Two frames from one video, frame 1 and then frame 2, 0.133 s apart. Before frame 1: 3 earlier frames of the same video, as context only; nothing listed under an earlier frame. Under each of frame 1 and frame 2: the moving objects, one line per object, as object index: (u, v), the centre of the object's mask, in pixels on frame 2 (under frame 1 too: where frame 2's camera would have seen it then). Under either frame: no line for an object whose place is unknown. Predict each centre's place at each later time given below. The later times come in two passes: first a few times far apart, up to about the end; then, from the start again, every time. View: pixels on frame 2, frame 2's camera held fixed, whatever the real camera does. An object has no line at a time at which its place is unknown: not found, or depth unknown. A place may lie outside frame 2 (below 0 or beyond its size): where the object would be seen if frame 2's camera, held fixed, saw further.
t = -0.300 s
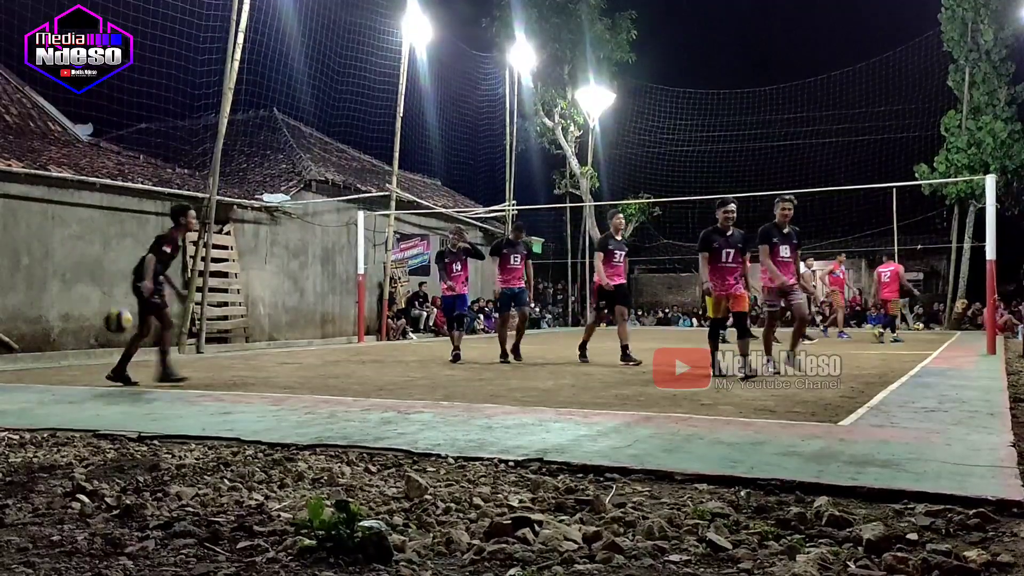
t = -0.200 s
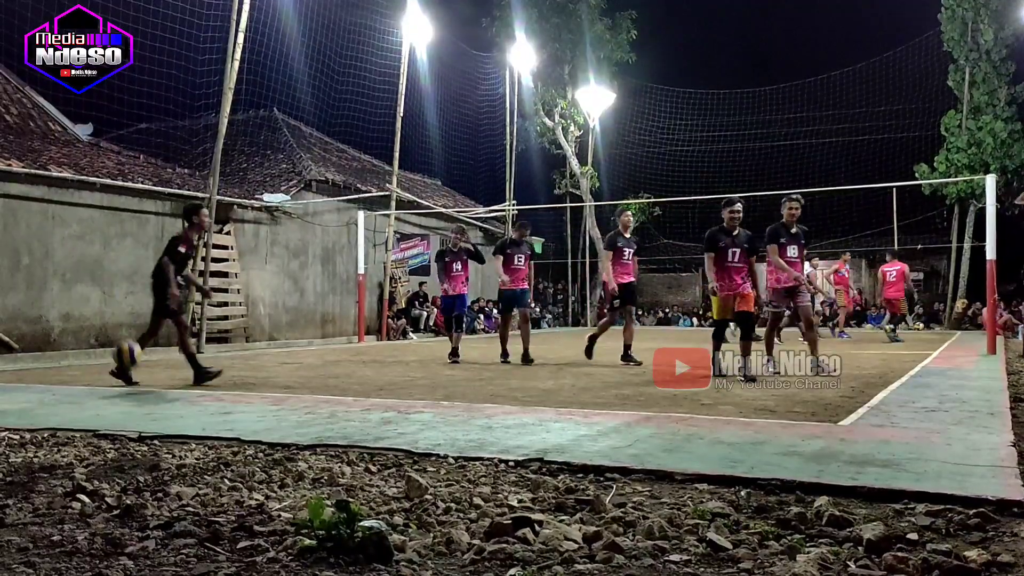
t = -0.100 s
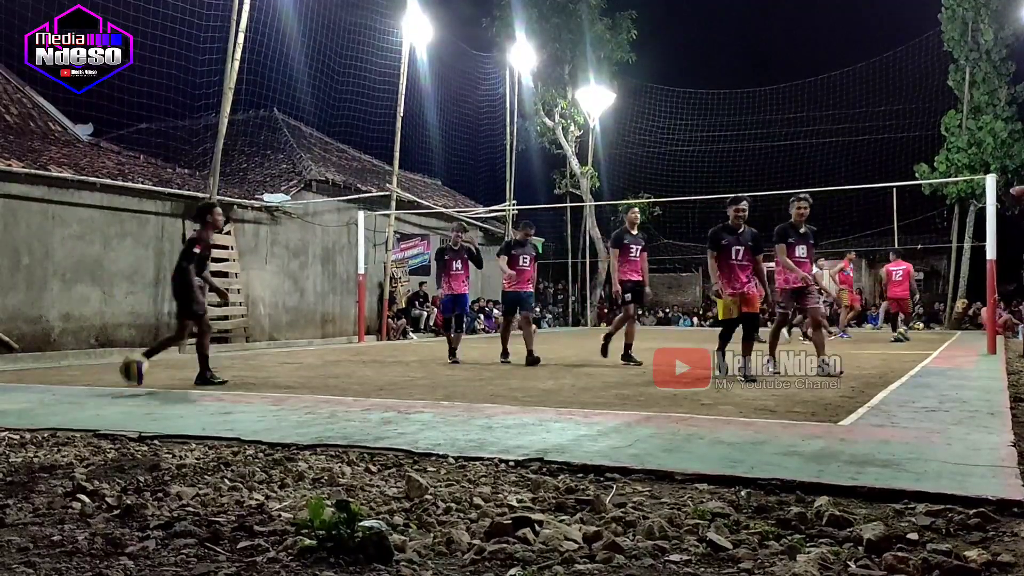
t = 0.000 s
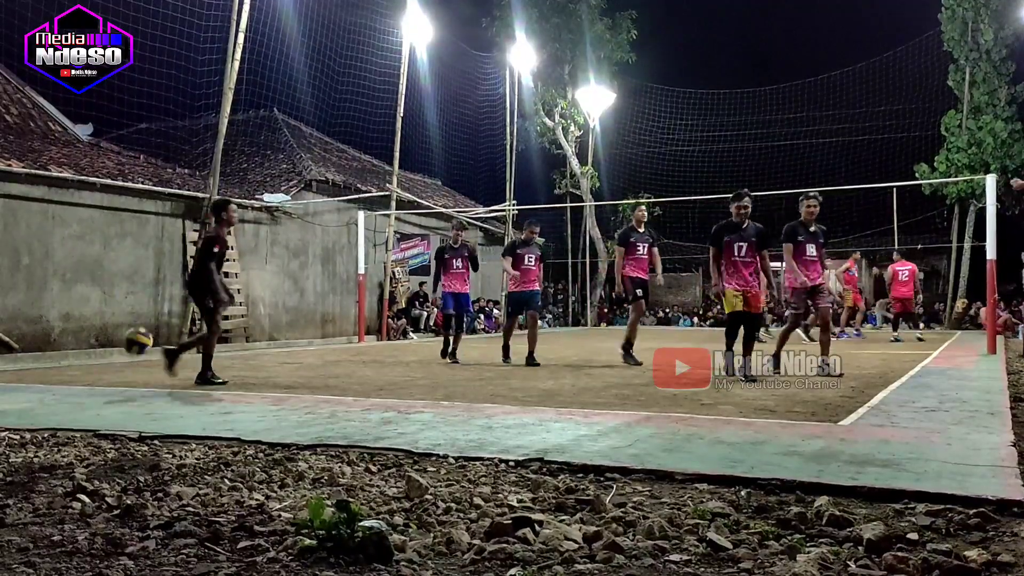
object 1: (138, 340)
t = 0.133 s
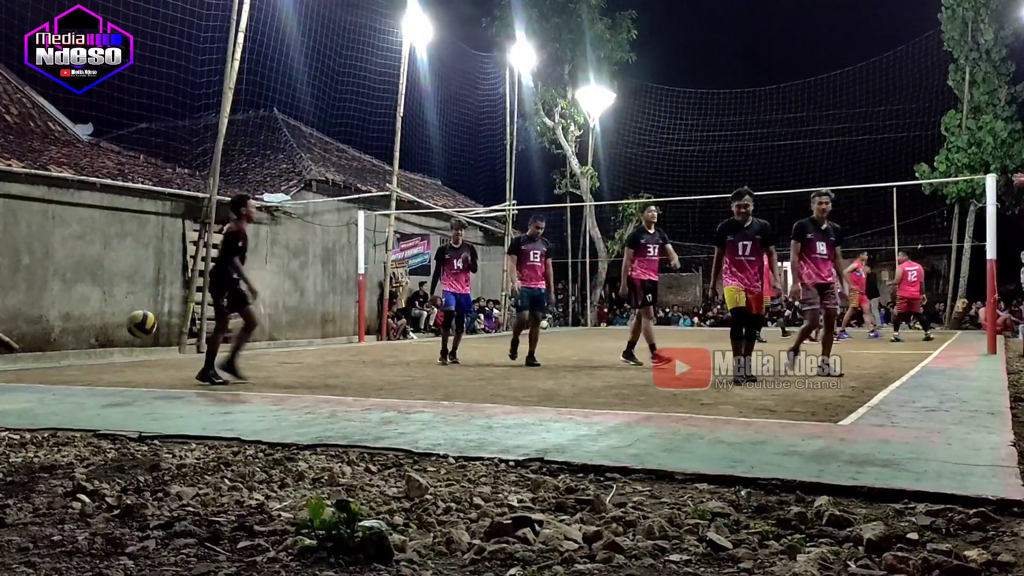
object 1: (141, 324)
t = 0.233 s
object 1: (143, 325)
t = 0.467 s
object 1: (150, 380)
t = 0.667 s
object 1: (156, 348)
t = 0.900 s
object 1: (162, 366)
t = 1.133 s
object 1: (167, 365)
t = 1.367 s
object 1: (170, 385)
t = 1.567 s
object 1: (172, 375)
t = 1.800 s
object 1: (174, 394)
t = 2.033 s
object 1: (173, 398)
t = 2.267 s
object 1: (172, 399)
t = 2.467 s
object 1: (171, 400)
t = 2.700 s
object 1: (169, 408)
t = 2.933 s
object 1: (168, 418)
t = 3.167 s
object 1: (170, 426)
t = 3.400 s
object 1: (180, 427)
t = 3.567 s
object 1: (190, 431)
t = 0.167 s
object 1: (142, 323)
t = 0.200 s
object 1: (143, 324)
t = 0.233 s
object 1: (143, 325)
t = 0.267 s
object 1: (145, 329)
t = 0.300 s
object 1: (145, 333)
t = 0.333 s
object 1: (147, 340)
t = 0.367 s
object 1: (148, 347)
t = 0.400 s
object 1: (148, 357)
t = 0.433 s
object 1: (149, 370)
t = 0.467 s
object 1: (150, 380)
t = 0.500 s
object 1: (151, 380)
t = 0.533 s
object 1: (152, 371)
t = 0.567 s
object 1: (153, 364)
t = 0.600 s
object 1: (154, 357)
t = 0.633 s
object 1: (155, 352)
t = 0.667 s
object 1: (156, 348)
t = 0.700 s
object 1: (157, 346)
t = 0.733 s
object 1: (158, 346)
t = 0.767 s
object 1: (159, 346)
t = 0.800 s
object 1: (160, 349)
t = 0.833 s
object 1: (160, 353)
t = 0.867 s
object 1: (162, 358)
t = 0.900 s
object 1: (162, 366)
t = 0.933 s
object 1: (164, 376)
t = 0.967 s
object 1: (165, 386)
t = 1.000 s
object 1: (165, 389)
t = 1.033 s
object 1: (166, 381)
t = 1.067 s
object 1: (166, 375)
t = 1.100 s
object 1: (167, 369)
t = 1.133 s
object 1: (167, 365)
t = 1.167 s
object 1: (167, 363)
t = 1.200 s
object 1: (168, 363)
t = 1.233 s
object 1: (168, 364)
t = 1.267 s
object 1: (168, 367)
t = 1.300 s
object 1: (169, 371)
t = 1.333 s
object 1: (169, 377)
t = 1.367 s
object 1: (170, 385)
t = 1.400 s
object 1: (170, 395)
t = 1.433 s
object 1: (170, 391)
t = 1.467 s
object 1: (171, 385)
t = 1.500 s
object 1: (171, 380)
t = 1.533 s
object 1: (172, 377)
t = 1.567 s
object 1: (172, 375)
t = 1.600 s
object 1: (172, 376)
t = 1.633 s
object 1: (173, 377)
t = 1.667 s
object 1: (173, 381)
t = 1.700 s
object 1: (173, 386)
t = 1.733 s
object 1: (173, 392)
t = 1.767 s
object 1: (173, 400)
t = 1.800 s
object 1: (174, 394)
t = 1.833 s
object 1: (174, 389)
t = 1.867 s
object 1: (174, 386)
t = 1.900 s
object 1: (174, 385)
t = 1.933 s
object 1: (174, 385)
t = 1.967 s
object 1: (173, 388)
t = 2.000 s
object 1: (173, 392)
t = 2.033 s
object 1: (173, 398)
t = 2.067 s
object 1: (173, 404)
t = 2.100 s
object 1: (173, 399)
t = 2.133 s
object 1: (173, 395)
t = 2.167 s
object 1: (173, 393)
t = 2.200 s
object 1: (173, 393)
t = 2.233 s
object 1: (173, 395)
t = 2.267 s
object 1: (172, 399)
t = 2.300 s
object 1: (172, 404)
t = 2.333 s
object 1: (172, 404)
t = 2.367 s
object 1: (172, 401)
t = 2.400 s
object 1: (172, 399)
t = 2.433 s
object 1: (172, 399)
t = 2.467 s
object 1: (171, 400)
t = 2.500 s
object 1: (171, 404)
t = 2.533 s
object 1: (171, 410)
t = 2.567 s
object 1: (171, 407)
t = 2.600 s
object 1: (171, 404)
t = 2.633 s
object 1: (170, 404)
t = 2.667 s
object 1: (170, 405)
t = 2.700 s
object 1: (169, 408)
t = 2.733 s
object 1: (170, 413)
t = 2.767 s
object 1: (170, 409)
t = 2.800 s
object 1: (170, 408)
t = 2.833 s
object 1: (169, 409)
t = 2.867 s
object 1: (169, 412)
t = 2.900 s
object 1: (169, 417)
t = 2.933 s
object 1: (168, 418)
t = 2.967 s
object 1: (167, 422)
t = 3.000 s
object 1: (166, 423)
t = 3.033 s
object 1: (167, 422)
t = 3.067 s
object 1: (167, 422)
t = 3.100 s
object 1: (168, 425)
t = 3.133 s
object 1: (169, 427)
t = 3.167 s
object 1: (170, 426)
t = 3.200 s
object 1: (171, 427)
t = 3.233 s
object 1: (173, 427)
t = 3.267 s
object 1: (174, 427)
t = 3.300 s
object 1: (175, 428)
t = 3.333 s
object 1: (177, 427)
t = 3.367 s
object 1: (178, 428)
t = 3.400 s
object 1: (180, 427)
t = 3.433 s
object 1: (181, 428)
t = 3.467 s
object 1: (183, 429)
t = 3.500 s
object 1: (185, 431)
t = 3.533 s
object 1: (188, 430)
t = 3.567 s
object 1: (190, 431)
